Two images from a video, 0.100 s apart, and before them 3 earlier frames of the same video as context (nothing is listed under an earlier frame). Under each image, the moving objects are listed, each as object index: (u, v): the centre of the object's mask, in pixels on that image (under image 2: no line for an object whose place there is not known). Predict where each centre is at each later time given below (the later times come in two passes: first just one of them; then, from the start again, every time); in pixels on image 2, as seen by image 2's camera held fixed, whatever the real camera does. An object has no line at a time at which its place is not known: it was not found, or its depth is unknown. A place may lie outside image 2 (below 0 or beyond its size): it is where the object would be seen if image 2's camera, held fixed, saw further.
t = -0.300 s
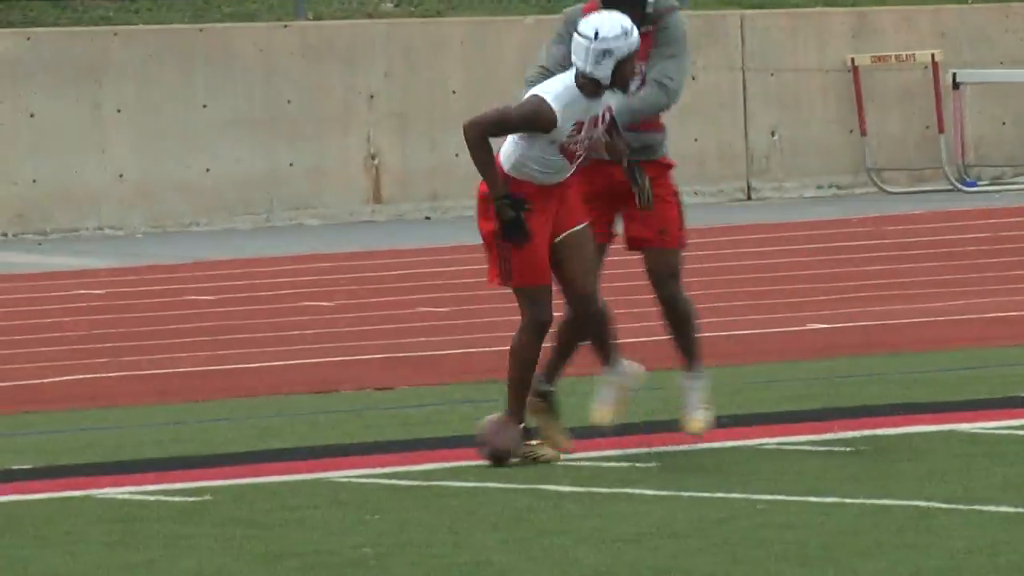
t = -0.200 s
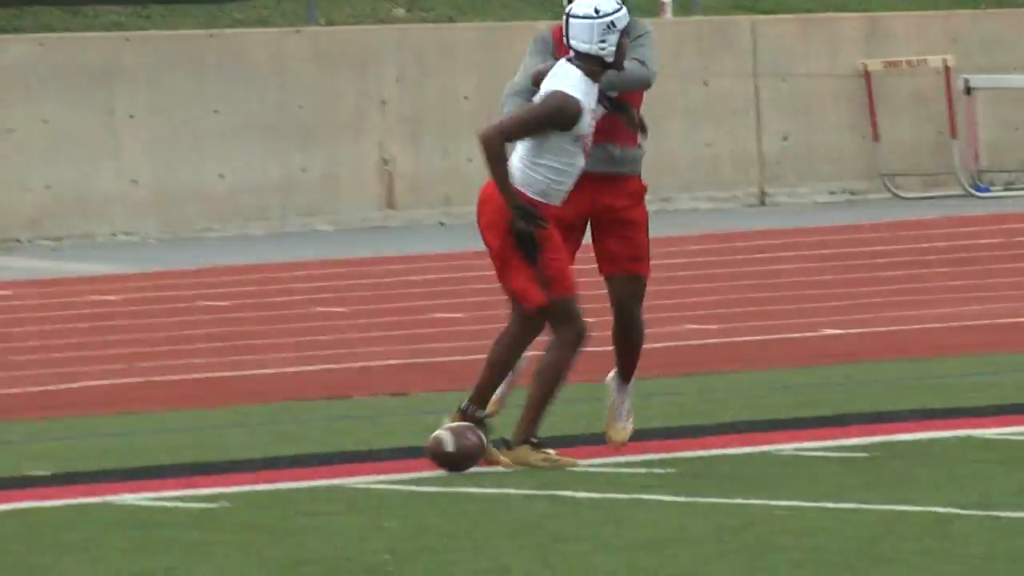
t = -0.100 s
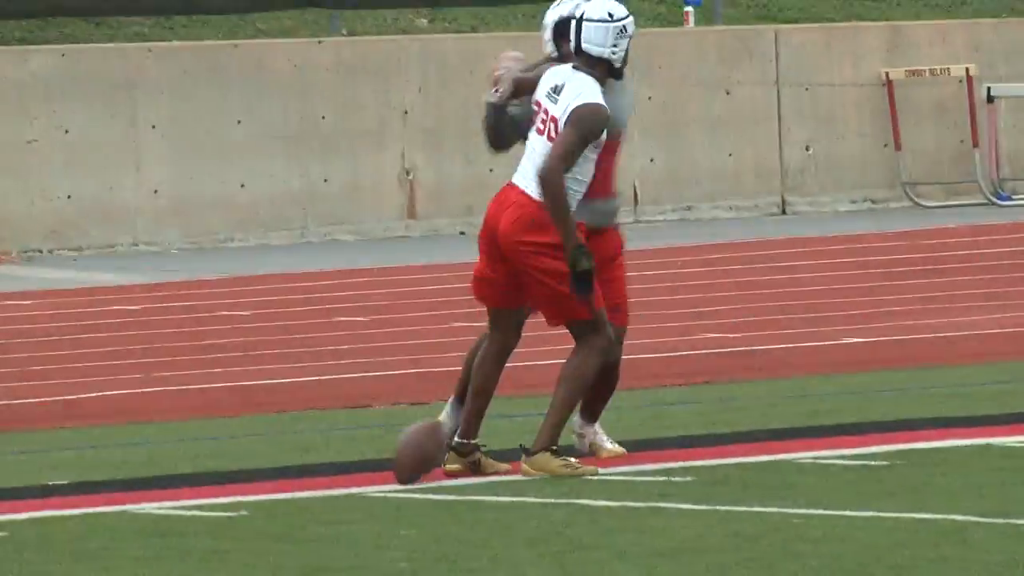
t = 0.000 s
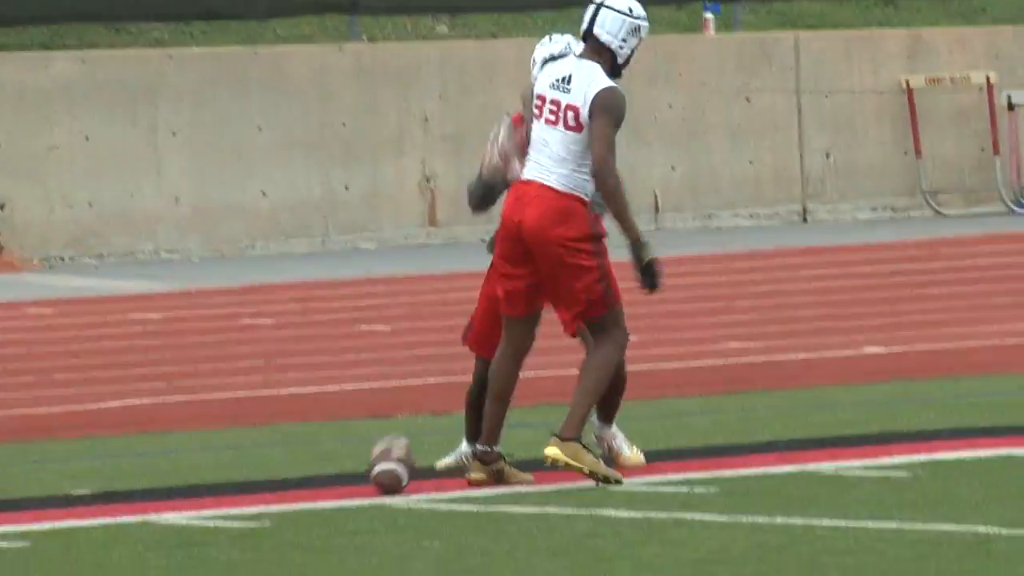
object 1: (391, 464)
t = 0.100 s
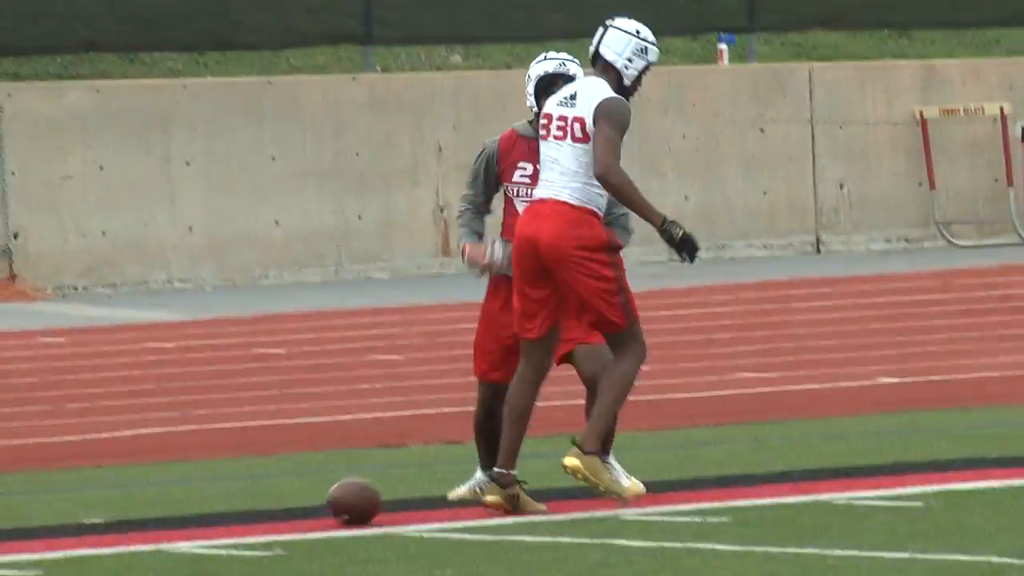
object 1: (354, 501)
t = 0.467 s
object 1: (198, 506)
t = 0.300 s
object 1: (261, 495)
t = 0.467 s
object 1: (198, 506)
